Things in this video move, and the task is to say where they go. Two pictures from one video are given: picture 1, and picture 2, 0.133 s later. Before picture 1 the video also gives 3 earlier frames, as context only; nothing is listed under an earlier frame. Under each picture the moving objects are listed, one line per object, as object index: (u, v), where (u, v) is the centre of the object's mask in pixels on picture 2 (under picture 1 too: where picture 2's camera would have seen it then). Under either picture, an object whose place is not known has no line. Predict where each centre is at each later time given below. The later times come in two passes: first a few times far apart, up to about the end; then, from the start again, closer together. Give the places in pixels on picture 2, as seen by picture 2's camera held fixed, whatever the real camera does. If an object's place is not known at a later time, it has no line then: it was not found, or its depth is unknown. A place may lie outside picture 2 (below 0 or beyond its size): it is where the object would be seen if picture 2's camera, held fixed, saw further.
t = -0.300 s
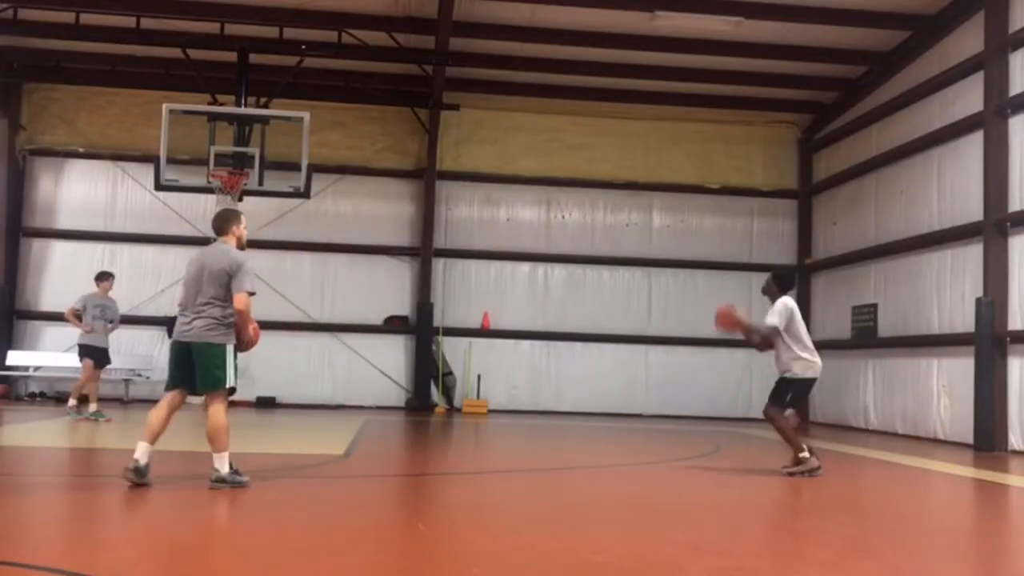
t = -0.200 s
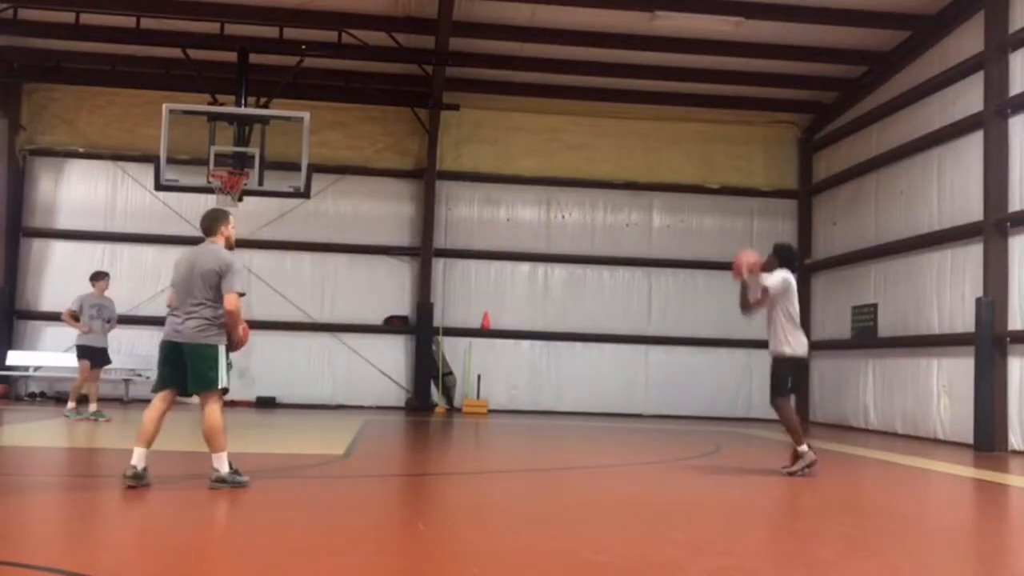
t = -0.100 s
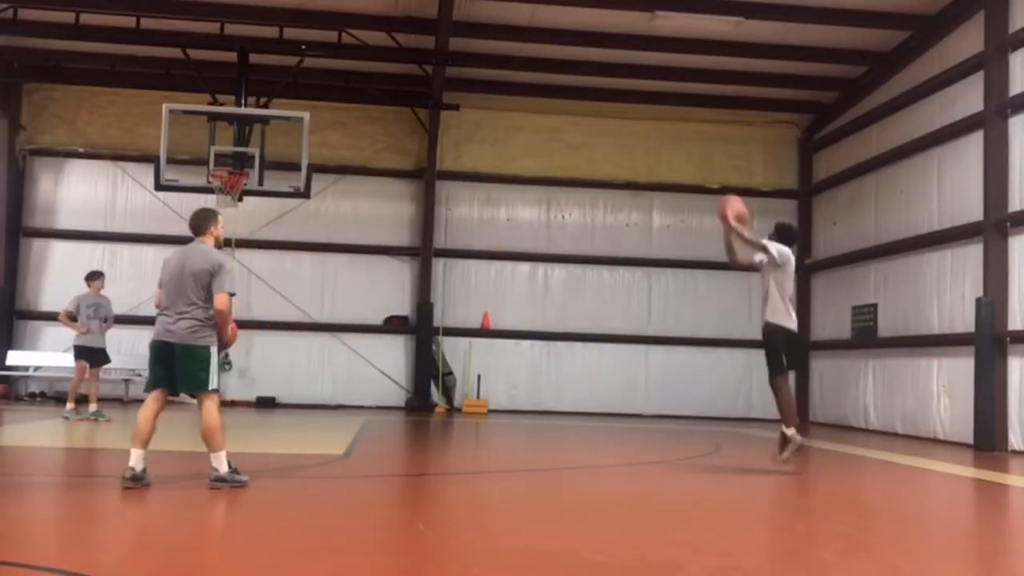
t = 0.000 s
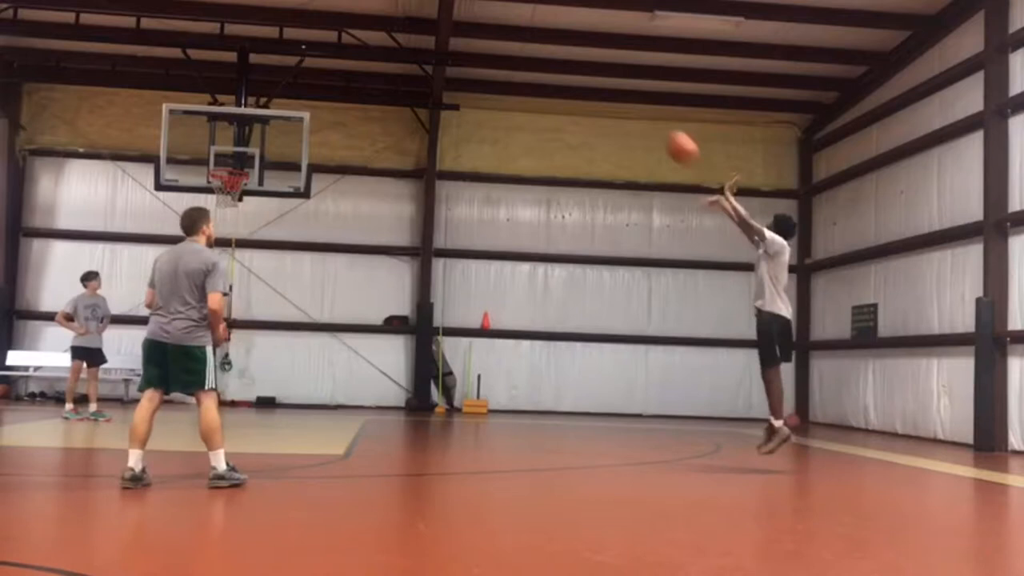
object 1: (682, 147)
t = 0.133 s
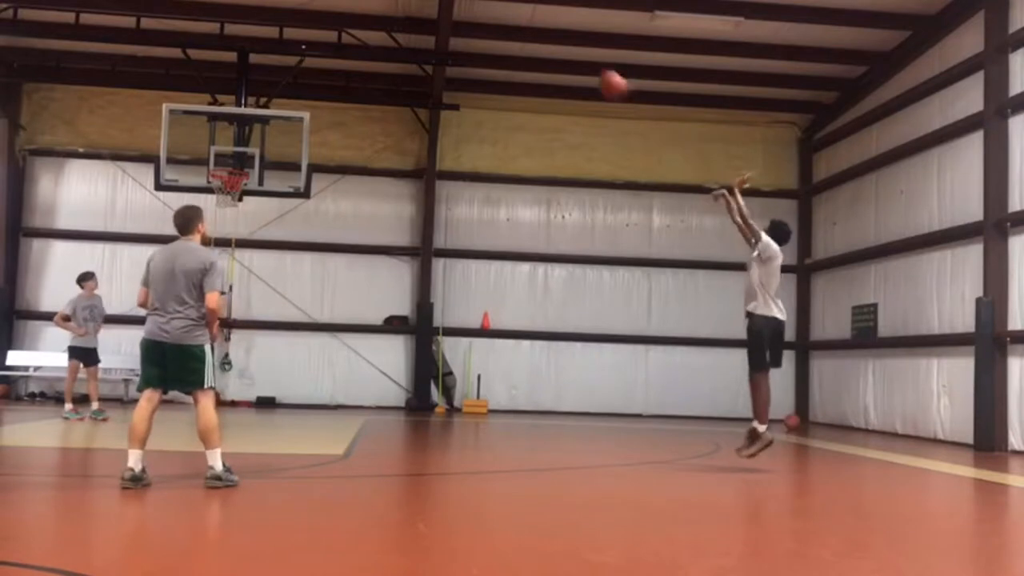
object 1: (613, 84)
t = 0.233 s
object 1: (564, 52)
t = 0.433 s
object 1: (478, 23)
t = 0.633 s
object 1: (399, 29)
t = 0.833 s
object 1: (329, 70)
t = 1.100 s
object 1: (243, 162)
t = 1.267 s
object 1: (223, 183)
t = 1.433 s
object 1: (229, 183)
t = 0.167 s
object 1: (596, 72)
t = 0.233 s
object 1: (564, 52)
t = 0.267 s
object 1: (549, 44)
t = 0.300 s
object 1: (533, 37)
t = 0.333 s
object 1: (520, 32)
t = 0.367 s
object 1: (505, 28)
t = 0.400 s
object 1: (491, 25)
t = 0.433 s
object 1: (478, 23)
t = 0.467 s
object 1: (464, 22)
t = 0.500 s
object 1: (451, 22)
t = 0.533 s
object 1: (438, 23)
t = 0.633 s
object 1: (399, 29)
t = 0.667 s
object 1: (388, 35)
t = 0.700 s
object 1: (374, 40)
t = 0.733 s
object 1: (362, 47)
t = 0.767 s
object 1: (352, 52)
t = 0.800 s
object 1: (339, 60)
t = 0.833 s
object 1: (329, 70)
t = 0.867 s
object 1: (318, 79)
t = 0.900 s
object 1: (308, 87)
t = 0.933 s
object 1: (296, 99)
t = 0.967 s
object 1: (285, 110)
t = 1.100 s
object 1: (243, 162)
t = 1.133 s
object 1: (237, 169)
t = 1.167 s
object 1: (240, 175)
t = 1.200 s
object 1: (233, 180)
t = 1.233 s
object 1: (223, 177)
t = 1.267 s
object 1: (223, 183)
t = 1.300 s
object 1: (224, 184)
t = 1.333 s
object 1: (223, 184)
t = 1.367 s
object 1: (226, 182)
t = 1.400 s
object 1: (228, 184)
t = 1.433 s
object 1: (229, 183)
